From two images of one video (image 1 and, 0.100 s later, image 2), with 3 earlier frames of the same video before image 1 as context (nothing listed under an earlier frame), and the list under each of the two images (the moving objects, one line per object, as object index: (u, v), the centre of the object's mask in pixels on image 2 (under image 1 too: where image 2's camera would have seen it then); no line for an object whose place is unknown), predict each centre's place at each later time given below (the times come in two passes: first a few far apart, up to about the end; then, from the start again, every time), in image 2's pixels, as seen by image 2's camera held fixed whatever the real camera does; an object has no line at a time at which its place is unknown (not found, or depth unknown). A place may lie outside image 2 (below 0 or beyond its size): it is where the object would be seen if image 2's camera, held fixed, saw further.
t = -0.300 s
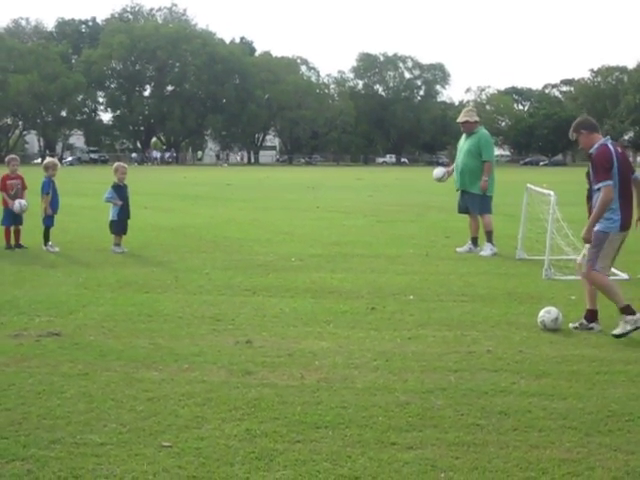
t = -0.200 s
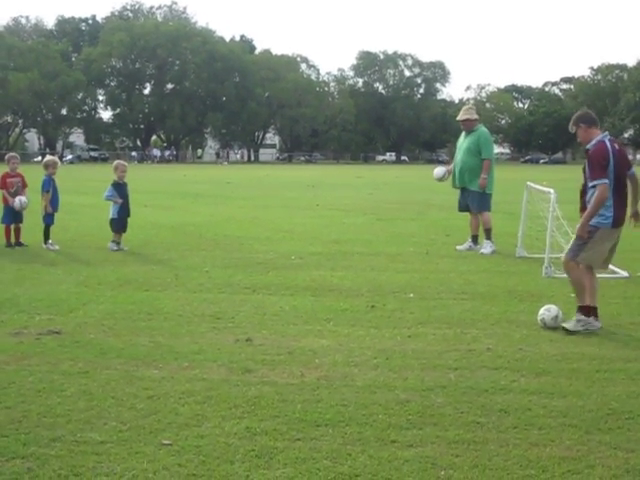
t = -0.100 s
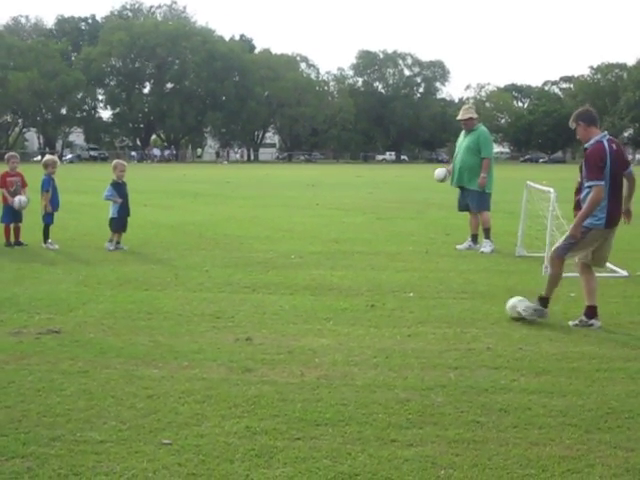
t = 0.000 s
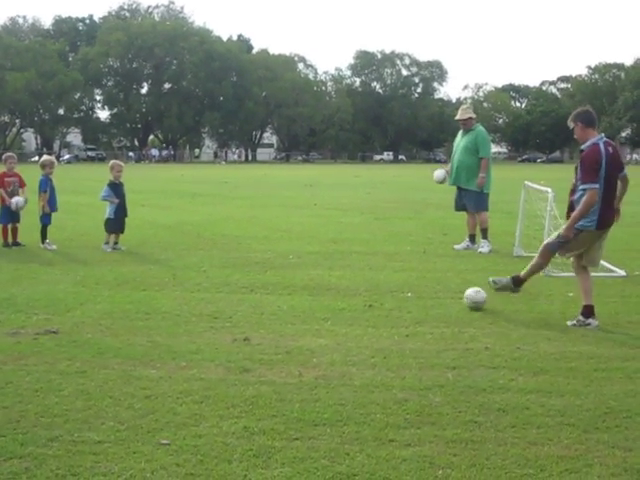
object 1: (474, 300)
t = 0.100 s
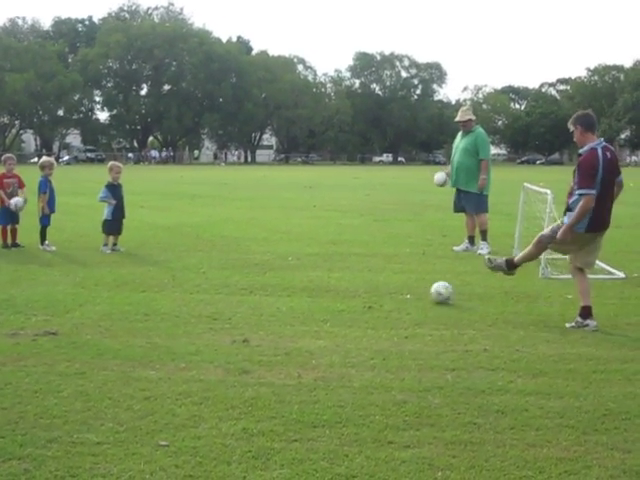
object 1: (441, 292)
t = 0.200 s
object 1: (414, 286)
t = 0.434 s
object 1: (366, 275)
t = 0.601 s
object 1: (340, 270)
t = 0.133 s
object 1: (432, 290)
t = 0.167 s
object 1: (423, 289)
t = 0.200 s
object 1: (414, 286)
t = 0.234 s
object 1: (406, 284)
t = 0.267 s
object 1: (398, 283)
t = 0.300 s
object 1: (391, 281)
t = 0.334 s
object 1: (384, 280)
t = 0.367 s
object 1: (378, 278)
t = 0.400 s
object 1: (372, 276)
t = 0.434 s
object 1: (366, 275)
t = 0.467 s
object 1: (360, 274)
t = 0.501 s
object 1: (354, 274)
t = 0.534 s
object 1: (349, 272)
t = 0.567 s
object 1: (345, 271)
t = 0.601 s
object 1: (340, 270)
